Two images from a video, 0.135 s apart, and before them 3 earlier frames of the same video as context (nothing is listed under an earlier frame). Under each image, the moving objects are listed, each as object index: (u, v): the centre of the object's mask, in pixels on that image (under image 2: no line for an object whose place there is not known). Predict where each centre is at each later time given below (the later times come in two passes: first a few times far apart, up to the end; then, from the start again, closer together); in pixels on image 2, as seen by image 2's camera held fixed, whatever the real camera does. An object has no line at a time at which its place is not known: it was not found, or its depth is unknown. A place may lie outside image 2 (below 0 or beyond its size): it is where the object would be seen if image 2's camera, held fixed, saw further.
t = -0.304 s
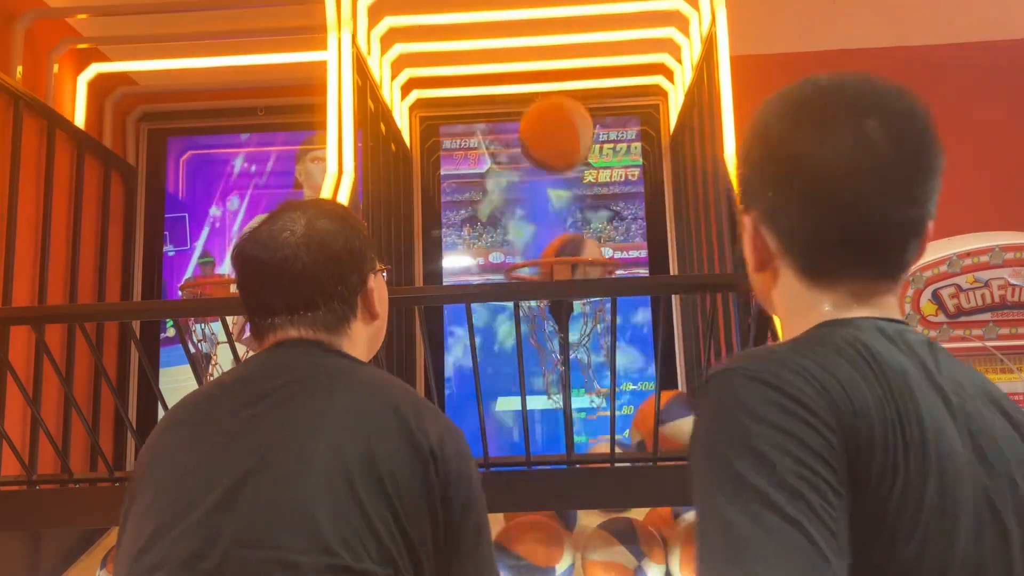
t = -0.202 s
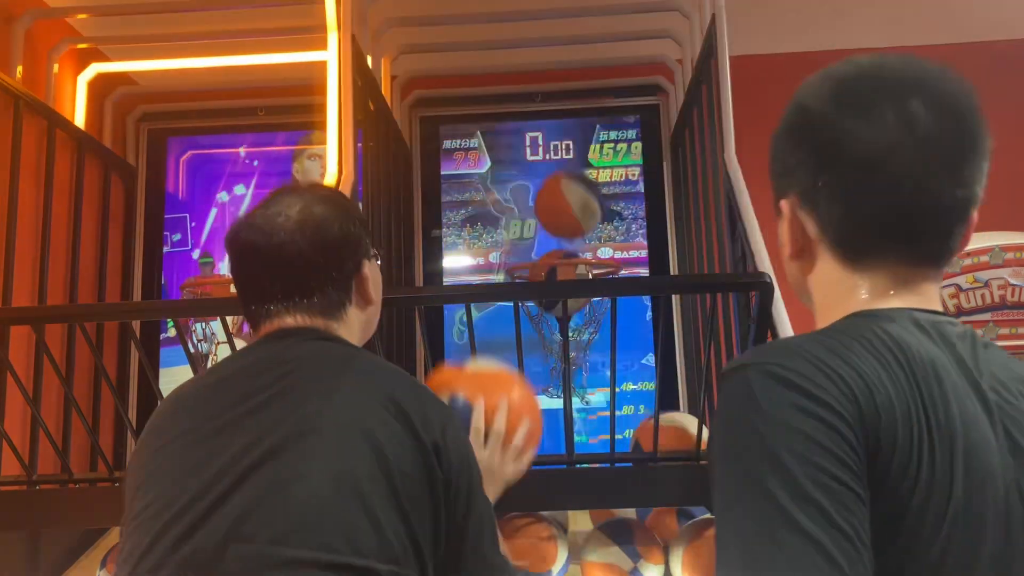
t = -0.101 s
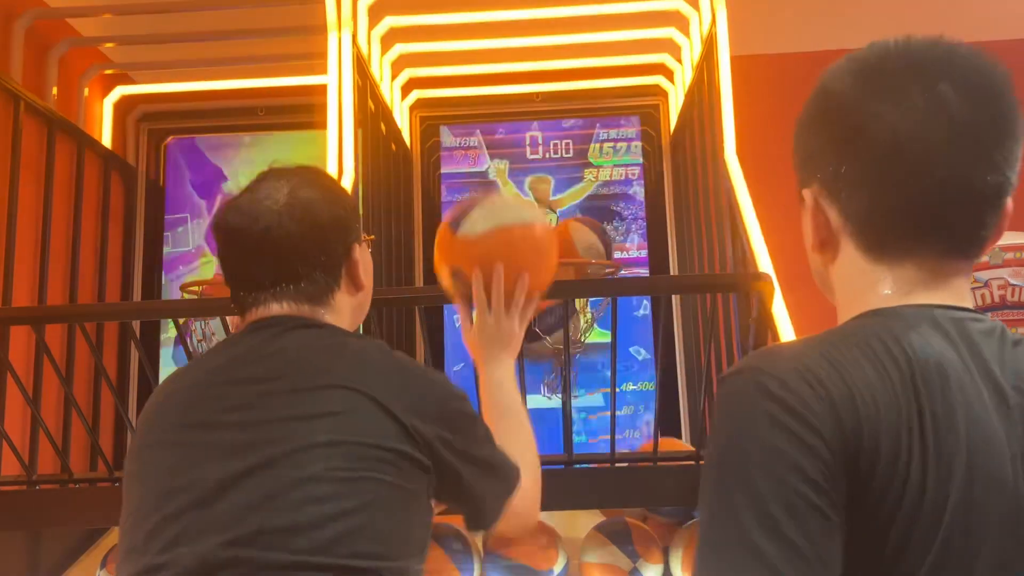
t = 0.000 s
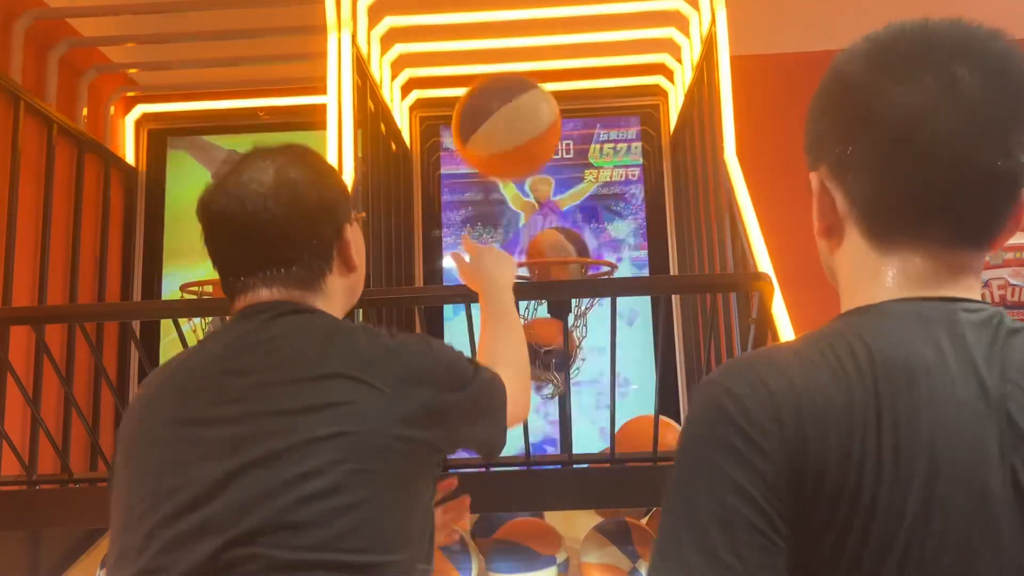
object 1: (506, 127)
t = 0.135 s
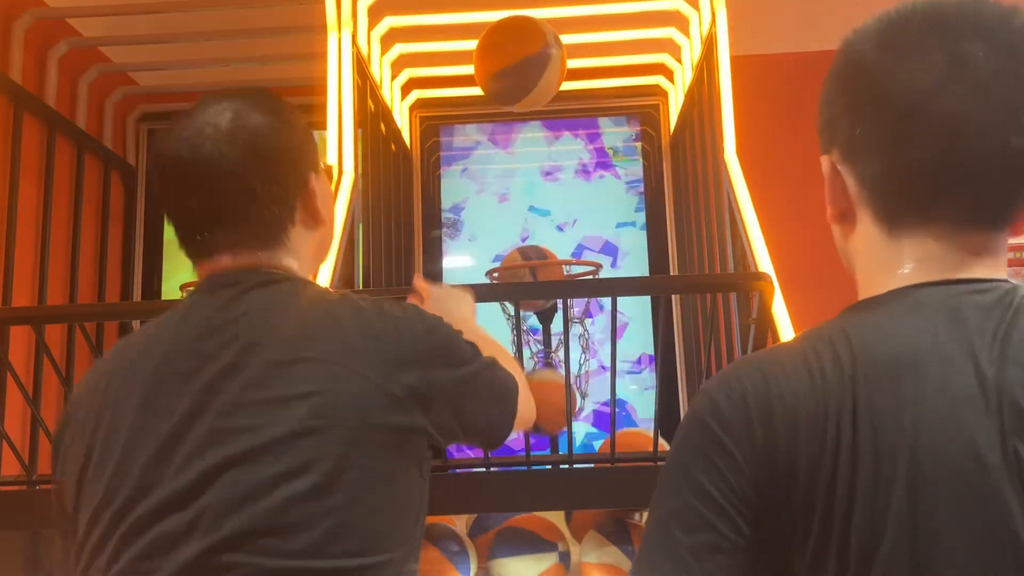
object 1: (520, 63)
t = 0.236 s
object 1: (525, 73)
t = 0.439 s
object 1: (542, 177)
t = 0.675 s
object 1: (552, 168)
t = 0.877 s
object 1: (561, 185)
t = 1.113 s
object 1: (511, 254)
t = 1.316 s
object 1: (538, 266)
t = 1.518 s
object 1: (551, 357)
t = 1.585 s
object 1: (553, 390)
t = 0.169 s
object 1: (522, 63)
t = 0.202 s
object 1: (523, 66)
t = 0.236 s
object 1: (525, 73)
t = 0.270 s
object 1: (526, 84)
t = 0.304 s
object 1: (527, 97)
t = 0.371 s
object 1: (534, 132)
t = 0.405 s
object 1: (539, 152)
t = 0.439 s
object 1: (542, 177)
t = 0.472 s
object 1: (545, 205)
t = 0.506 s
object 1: (549, 233)
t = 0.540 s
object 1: (550, 223)
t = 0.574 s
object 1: (551, 204)
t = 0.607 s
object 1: (551, 188)
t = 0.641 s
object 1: (551, 176)
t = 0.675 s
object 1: (552, 168)
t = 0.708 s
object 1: (553, 163)
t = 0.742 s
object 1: (554, 161)
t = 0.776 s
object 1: (555, 162)
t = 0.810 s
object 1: (557, 167)
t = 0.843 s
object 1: (559, 174)
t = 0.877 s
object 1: (561, 185)
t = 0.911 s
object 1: (563, 199)
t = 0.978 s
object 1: (565, 242)
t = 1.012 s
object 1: (551, 241)
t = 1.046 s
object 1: (538, 241)
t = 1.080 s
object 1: (525, 243)
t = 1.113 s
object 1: (511, 254)
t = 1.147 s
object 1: (515, 245)
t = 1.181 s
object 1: (520, 250)
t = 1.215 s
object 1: (525, 251)
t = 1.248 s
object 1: (529, 254)
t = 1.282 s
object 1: (533, 249)
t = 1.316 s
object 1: (538, 266)
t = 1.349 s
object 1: (543, 271)
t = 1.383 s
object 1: (543, 314)
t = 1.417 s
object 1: (549, 320)
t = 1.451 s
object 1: (550, 327)
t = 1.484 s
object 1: (550, 341)
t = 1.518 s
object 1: (551, 357)
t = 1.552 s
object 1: (551, 374)
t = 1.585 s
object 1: (553, 390)
